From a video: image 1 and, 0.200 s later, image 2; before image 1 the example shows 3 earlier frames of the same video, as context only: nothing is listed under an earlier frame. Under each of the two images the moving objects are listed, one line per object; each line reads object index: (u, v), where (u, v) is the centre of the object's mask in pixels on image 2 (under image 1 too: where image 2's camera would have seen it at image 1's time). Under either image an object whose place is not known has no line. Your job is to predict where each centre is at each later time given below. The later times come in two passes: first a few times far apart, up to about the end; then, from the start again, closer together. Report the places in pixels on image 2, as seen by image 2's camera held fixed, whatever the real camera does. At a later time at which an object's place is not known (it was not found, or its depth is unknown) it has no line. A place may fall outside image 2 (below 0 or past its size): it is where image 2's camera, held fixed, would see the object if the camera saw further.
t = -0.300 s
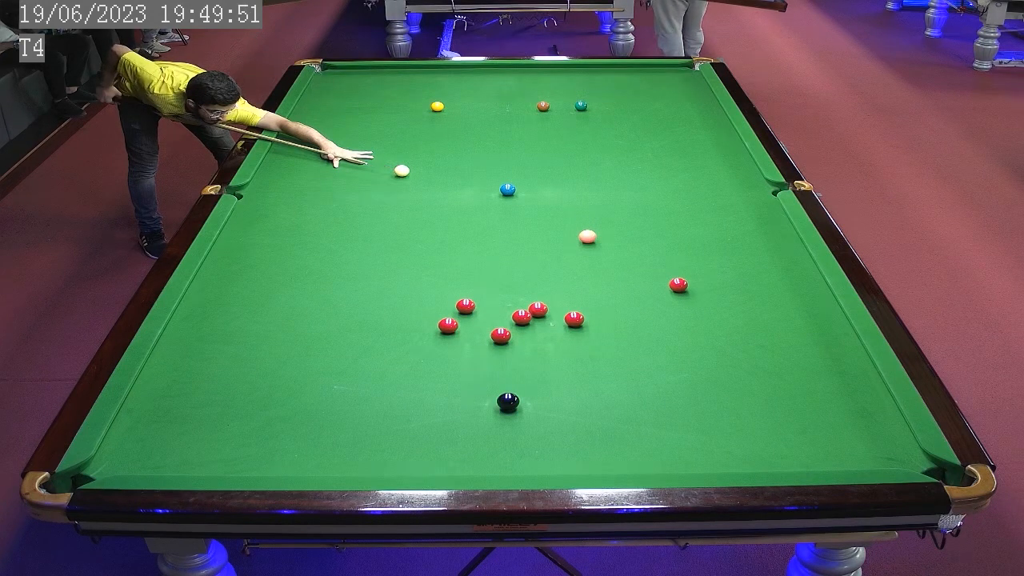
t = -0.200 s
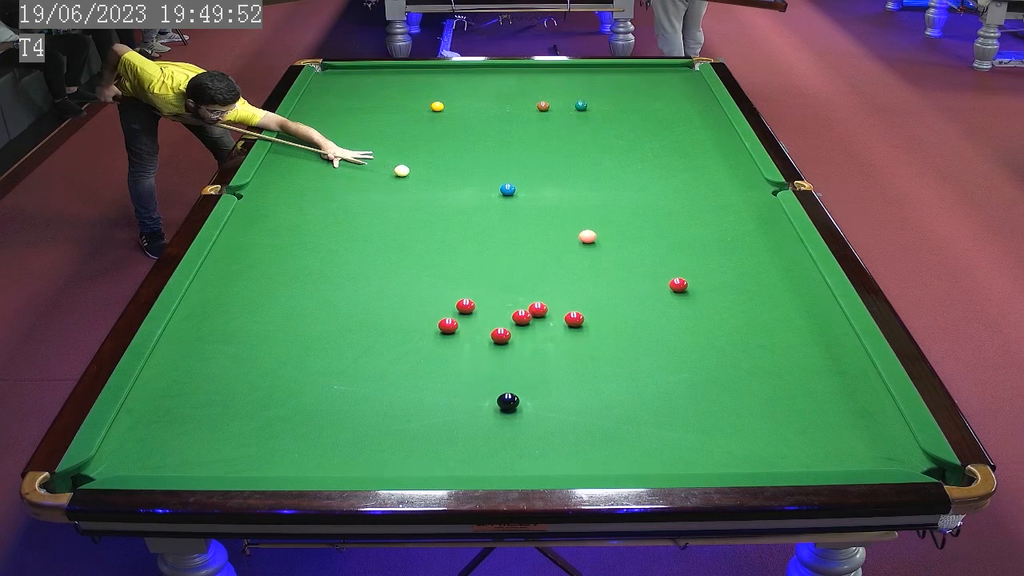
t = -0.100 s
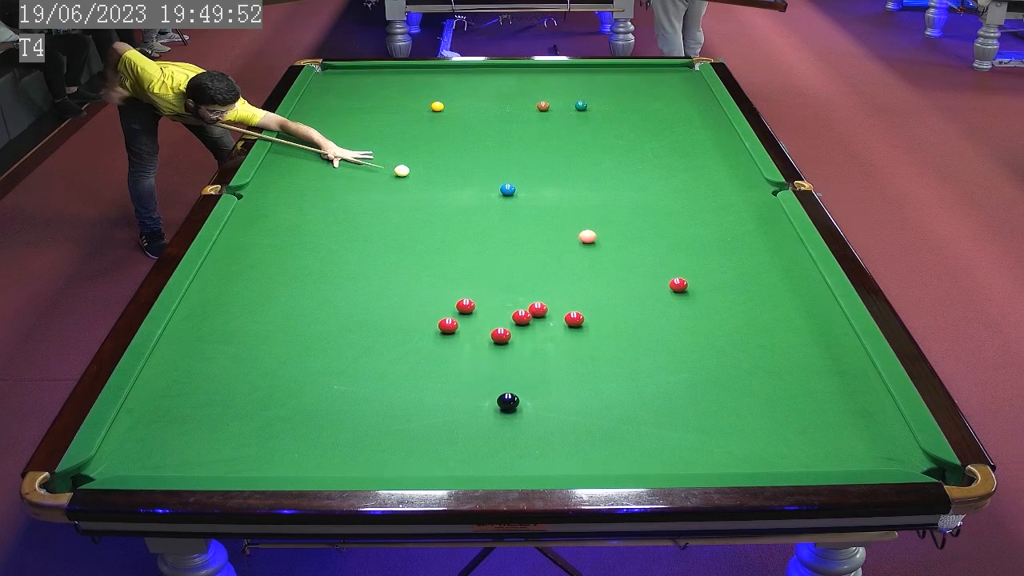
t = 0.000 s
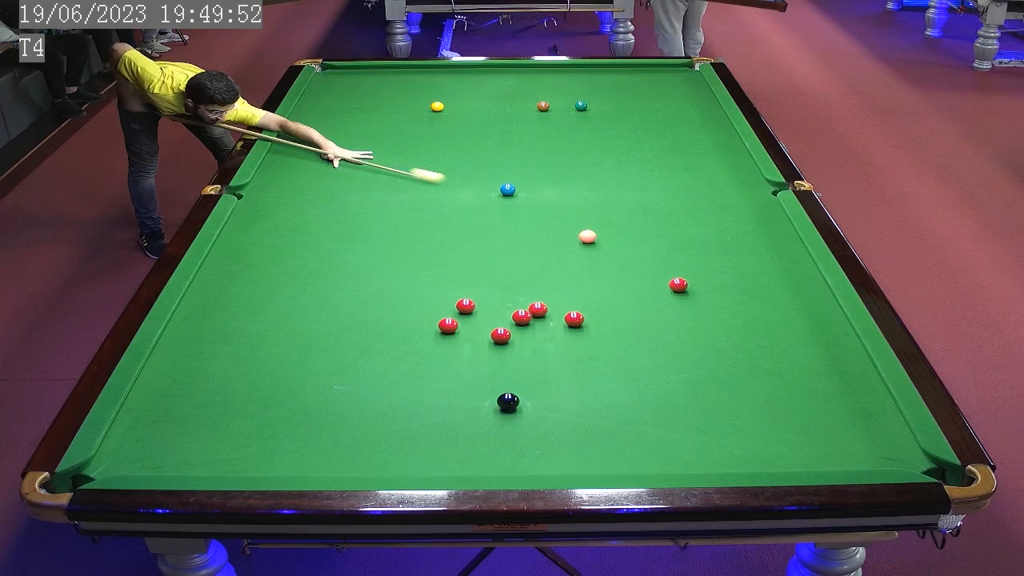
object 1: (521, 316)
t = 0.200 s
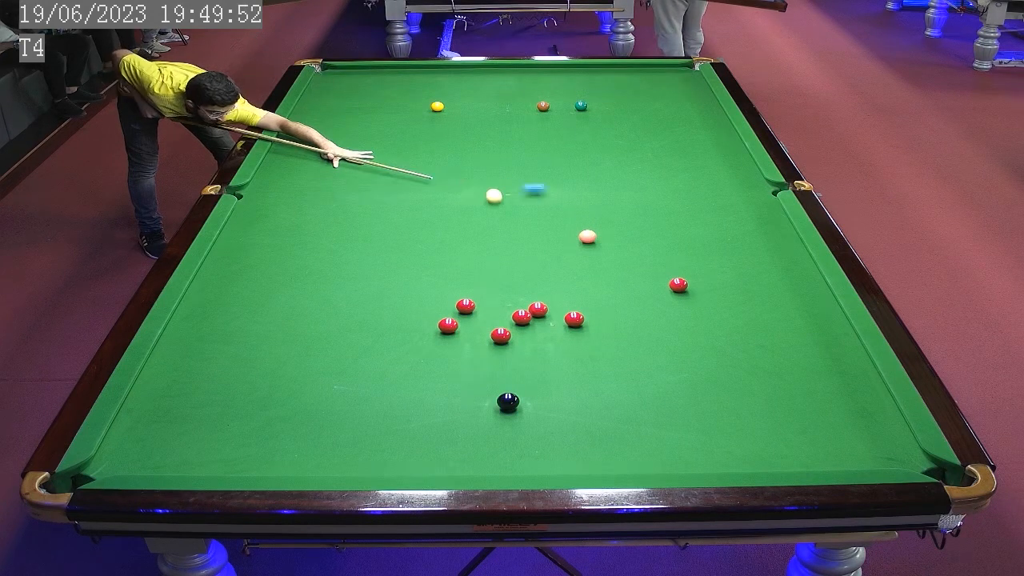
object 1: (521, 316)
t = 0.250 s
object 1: (521, 317)
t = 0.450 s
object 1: (521, 317)
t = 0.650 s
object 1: (521, 317)
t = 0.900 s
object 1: (521, 317)
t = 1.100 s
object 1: (521, 317)
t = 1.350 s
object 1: (521, 317)
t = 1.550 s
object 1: (523, 318)
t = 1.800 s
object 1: (540, 331)
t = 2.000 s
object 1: (553, 341)
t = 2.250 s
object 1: (568, 353)
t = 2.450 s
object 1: (580, 363)
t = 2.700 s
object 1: (594, 374)
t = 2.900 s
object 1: (605, 383)
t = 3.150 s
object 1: (618, 394)
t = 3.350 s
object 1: (628, 402)
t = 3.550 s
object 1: (638, 410)
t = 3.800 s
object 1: (647, 419)
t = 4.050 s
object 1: (657, 427)
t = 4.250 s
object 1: (665, 434)
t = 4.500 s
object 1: (673, 441)
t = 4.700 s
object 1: (678, 447)
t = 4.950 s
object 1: (684, 452)
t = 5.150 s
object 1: (688, 456)
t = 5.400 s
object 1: (691, 459)
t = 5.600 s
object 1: (693, 461)
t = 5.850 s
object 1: (694, 461)
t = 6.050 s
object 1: (694, 462)
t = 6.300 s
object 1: (694, 462)
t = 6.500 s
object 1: (694, 462)
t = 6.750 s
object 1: (694, 462)
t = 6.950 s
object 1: (694, 462)
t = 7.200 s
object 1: (694, 462)
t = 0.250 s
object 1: (521, 317)
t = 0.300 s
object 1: (521, 317)
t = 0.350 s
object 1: (521, 317)
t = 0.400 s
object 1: (521, 317)
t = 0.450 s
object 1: (521, 317)
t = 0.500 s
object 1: (521, 317)
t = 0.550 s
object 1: (521, 317)
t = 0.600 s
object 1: (521, 317)
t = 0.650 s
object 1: (521, 317)
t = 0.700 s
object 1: (521, 317)
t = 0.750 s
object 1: (521, 317)
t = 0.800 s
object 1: (521, 317)
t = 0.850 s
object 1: (521, 317)
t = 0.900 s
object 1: (521, 317)
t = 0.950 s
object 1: (521, 317)
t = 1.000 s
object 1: (521, 317)
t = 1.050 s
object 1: (521, 317)
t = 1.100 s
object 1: (521, 317)
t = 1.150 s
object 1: (521, 317)
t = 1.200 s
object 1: (521, 317)
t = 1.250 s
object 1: (521, 317)
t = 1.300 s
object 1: (521, 317)
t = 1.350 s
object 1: (521, 317)
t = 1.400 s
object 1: (521, 317)
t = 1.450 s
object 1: (521, 317)
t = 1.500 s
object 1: (521, 317)
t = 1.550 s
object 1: (523, 318)
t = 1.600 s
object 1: (527, 321)
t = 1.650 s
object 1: (531, 324)
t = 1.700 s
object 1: (534, 326)
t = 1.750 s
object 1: (537, 329)
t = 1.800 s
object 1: (540, 331)
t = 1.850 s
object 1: (543, 334)
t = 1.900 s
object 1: (547, 336)
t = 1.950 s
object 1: (550, 339)
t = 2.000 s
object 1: (553, 341)
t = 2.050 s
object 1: (556, 344)
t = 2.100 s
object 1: (559, 346)
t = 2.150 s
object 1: (562, 349)
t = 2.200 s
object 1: (565, 351)
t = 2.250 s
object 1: (568, 353)
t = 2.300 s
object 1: (571, 356)
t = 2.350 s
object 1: (574, 358)
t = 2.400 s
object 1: (577, 360)
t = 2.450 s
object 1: (580, 363)
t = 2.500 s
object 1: (583, 365)
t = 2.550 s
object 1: (586, 367)
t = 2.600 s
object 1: (589, 370)
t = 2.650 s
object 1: (592, 372)
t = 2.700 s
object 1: (594, 374)
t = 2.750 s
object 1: (597, 376)
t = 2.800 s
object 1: (600, 379)
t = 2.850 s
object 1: (603, 381)
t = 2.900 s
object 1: (605, 383)
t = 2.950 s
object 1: (608, 385)
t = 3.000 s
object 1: (611, 387)
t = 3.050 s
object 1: (613, 390)
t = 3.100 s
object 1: (616, 391)
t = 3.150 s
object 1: (618, 394)
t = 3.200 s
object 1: (621, 396)
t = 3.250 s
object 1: (623, 398)
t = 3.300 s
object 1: (626, 400)
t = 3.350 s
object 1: (628, 402)
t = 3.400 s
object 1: (630, 404)
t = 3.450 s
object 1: (633, 406)
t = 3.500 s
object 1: (635, 408)
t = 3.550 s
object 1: (638, 410)
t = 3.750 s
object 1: (645, 415)
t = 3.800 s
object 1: (647, 419)
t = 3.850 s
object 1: (650, 421)
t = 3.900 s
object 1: (652, 423)
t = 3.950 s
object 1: (654, 425)
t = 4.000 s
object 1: (656, 426)
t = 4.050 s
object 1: (657, 427)
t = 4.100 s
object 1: (659, 429)
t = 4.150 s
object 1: (661, 431)
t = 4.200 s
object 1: (663, 433)
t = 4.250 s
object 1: (665, 434)
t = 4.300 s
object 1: (666, 436)
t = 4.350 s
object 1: (668, 437)
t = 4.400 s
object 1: (670, 439)
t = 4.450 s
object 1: (671, 440)
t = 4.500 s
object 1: (673, 441)
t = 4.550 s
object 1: (674, 443)
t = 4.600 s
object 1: (675, 443)
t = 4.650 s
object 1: (677, 445)
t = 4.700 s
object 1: (678, 447)
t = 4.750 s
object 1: (679, 448)
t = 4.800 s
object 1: (680, 449)
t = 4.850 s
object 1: (681, 450)
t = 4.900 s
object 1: (683, 451)
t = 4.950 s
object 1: (684, 452)
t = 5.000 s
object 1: (685, 453)
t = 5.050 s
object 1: (686, 454)
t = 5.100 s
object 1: (686, 455)
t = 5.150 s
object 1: (688, 456)
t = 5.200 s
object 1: (688, 457)
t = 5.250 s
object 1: (689, 457)
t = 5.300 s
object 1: (690, 458)
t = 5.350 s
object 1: (691, 459)
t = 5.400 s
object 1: (691, 459)
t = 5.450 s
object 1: (692, 460)
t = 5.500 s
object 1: (692, 460)
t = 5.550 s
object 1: (692, 460)
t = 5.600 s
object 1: (693, 461)
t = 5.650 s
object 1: (693, 461)
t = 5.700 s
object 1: (694, 461)
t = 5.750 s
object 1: (694, 461)
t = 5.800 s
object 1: (694, 461)
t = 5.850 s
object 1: (694, 461)
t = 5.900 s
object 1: (694, 461)
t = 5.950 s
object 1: (694, 461)
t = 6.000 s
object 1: (694, 462)
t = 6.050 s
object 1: (694, 462)
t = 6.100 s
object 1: (694, 462)
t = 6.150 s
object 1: (694, 462)
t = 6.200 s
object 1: (694, 462)
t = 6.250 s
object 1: (694, 462)
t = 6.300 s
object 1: (694, 462)
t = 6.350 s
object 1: (694, 462)
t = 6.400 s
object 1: (694, 462)
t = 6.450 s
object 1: (694, 462)
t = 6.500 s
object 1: (694, 462)
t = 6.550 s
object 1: (695, 462)
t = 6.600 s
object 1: (694, 462)
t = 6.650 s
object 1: (694, 462)
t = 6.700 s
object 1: (694, 462)
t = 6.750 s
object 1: (694, 462)
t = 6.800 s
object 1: (694, 462)
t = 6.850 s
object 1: (694, 462)
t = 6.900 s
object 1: (694, 462)
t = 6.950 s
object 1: (694, 462)
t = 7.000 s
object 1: (694, 462)
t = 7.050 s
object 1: (694, 462)
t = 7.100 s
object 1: (694, 462)
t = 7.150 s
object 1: (694, 462)
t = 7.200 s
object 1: (694, 462)
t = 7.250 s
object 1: (694, 462)
